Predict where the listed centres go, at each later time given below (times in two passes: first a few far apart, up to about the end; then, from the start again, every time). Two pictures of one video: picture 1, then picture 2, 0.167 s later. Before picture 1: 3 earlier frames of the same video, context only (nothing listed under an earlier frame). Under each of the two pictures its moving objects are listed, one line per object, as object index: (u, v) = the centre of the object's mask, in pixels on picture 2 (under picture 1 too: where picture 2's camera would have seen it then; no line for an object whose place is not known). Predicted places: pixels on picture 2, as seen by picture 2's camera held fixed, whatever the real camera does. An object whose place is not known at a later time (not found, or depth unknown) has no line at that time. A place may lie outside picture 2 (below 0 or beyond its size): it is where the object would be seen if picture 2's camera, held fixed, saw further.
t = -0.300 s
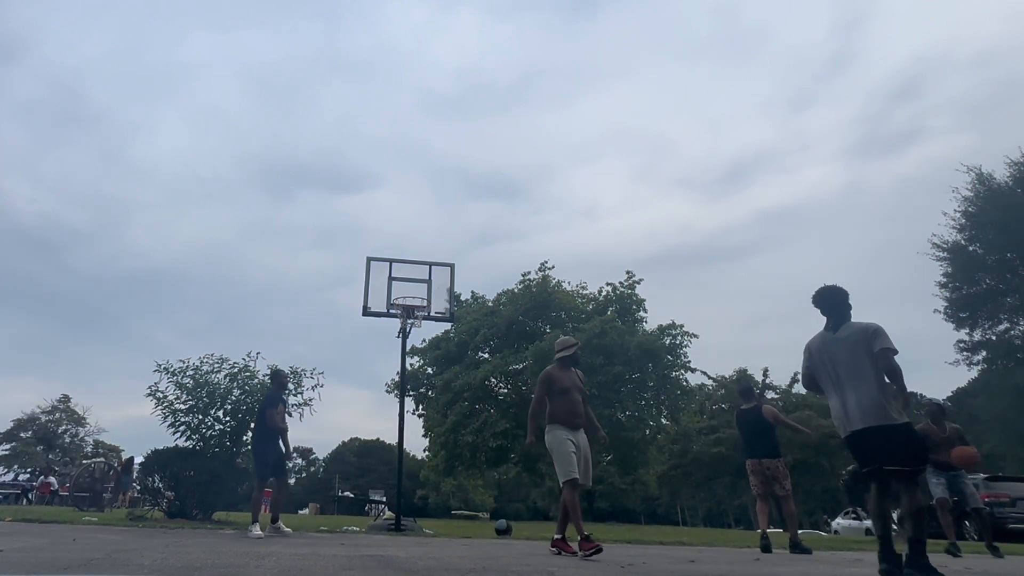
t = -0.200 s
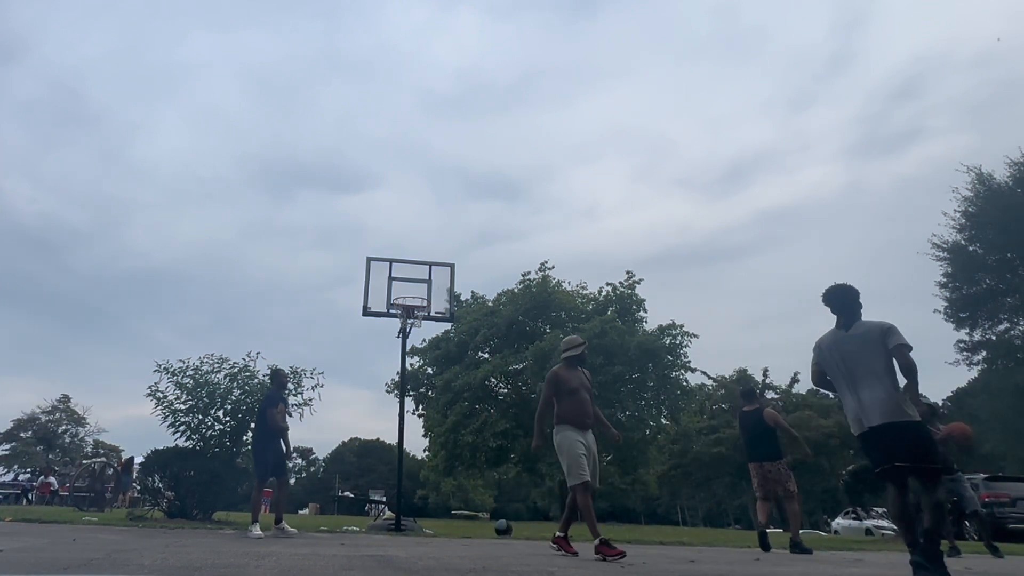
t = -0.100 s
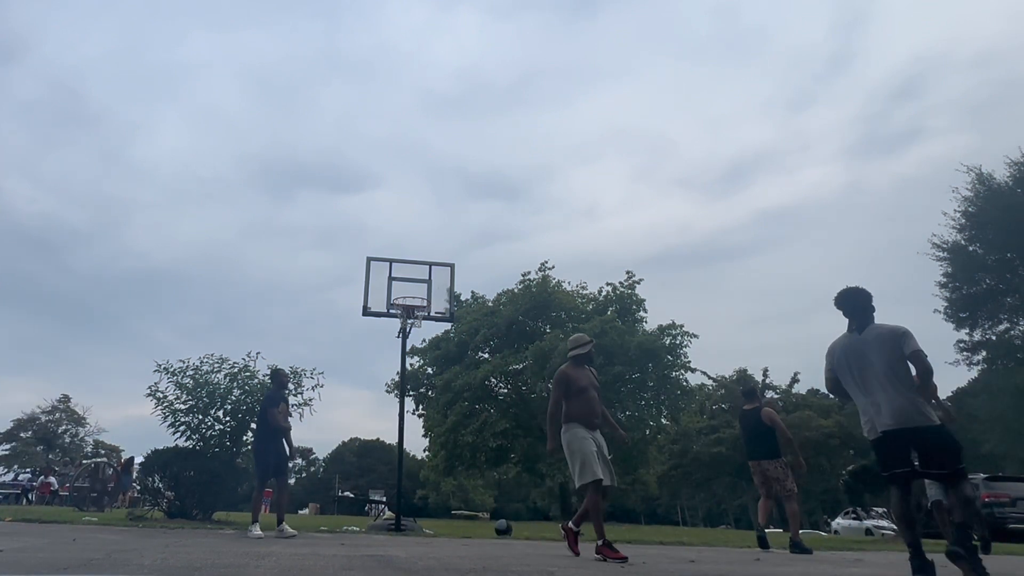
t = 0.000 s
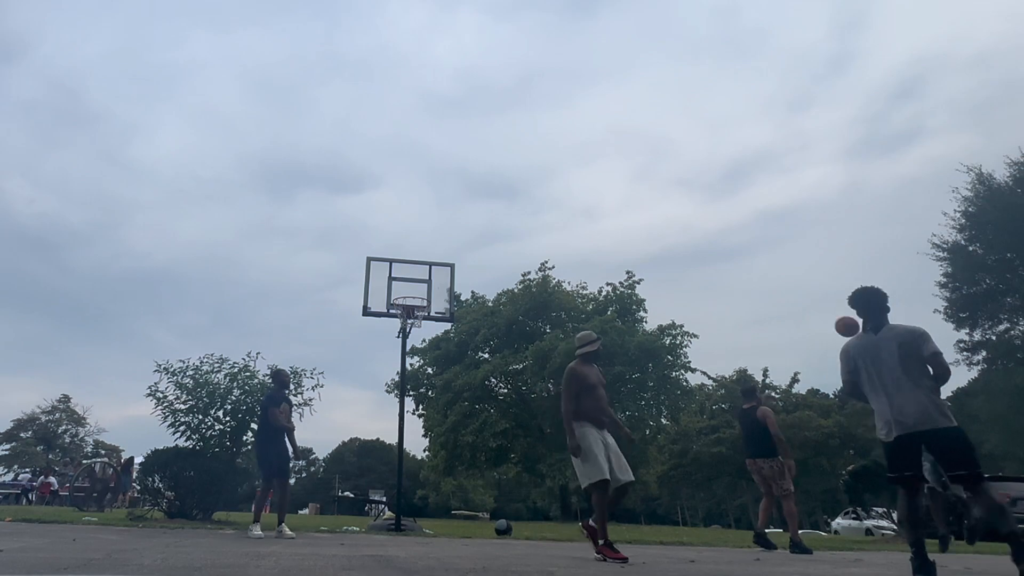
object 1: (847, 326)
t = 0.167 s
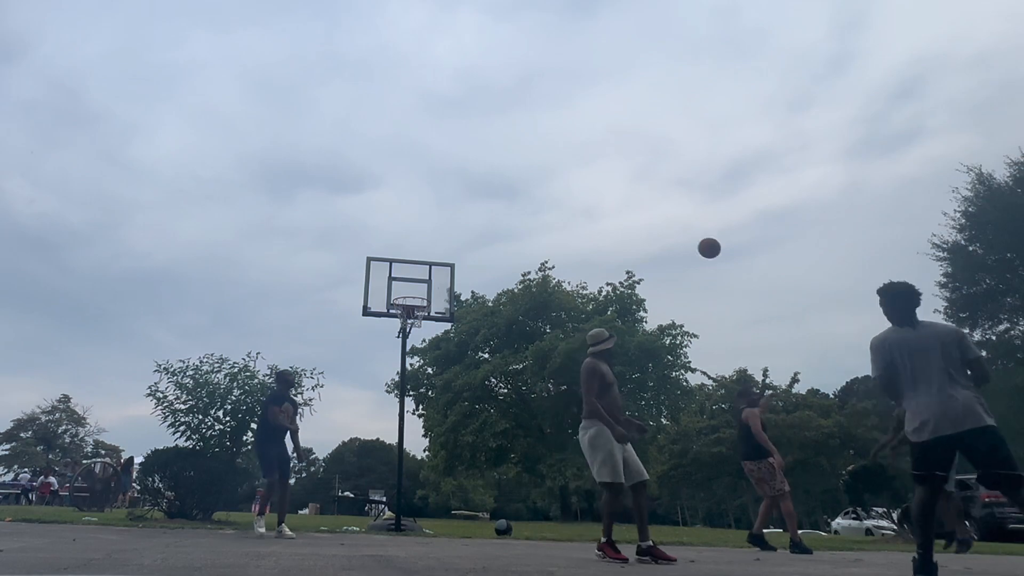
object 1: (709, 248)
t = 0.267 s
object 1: (629, 211)
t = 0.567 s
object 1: (387, 141)
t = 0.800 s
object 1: (181, 130)
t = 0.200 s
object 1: (682, 235)
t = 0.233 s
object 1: (656, 222)
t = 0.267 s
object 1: (629, 211)
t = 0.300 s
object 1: (602, 200)
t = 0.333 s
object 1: (576, 190)
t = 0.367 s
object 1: (549, 181)
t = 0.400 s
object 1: (522, 172)
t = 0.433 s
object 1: (496, 165)
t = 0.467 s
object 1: (469, 158)
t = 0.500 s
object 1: (442, 152)
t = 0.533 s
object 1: (414, 146)
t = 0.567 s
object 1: (387, 141)
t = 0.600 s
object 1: (359, 137)
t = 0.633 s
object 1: (331, 134)
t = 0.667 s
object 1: (302, 132)
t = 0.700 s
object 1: (273, 130)
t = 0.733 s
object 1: (243, 129)
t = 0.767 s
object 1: (212, 129)
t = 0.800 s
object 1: (181, 130)
